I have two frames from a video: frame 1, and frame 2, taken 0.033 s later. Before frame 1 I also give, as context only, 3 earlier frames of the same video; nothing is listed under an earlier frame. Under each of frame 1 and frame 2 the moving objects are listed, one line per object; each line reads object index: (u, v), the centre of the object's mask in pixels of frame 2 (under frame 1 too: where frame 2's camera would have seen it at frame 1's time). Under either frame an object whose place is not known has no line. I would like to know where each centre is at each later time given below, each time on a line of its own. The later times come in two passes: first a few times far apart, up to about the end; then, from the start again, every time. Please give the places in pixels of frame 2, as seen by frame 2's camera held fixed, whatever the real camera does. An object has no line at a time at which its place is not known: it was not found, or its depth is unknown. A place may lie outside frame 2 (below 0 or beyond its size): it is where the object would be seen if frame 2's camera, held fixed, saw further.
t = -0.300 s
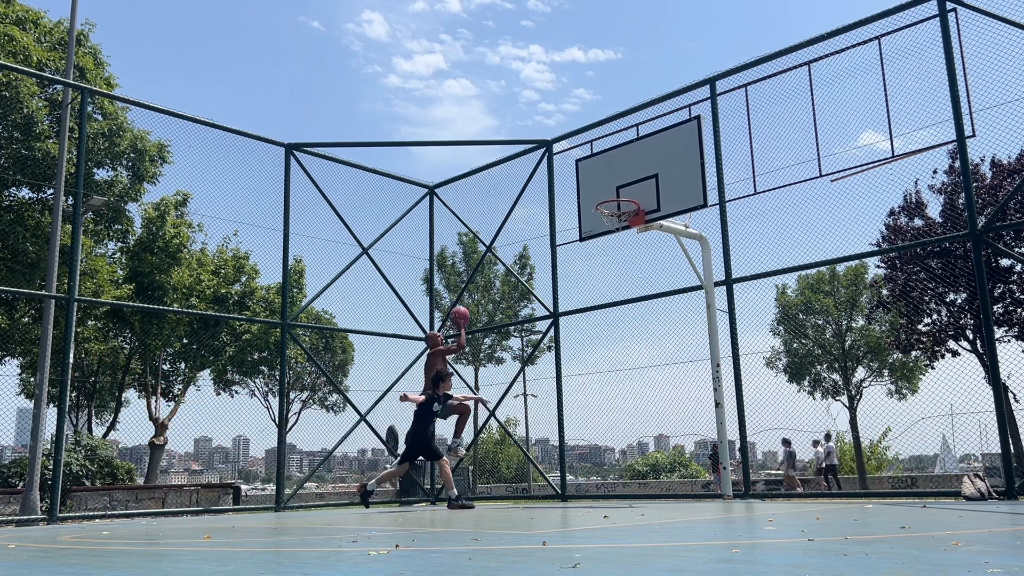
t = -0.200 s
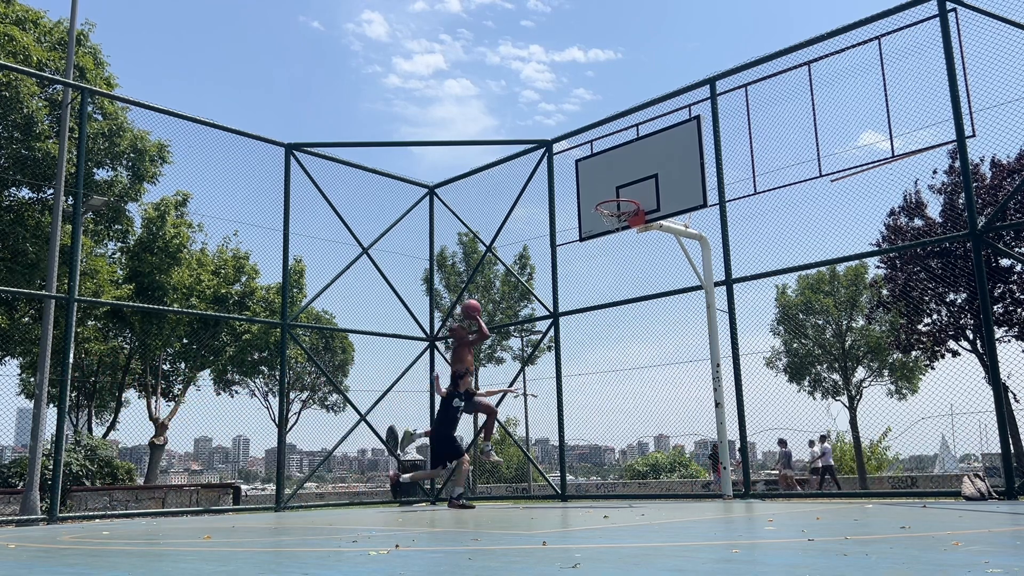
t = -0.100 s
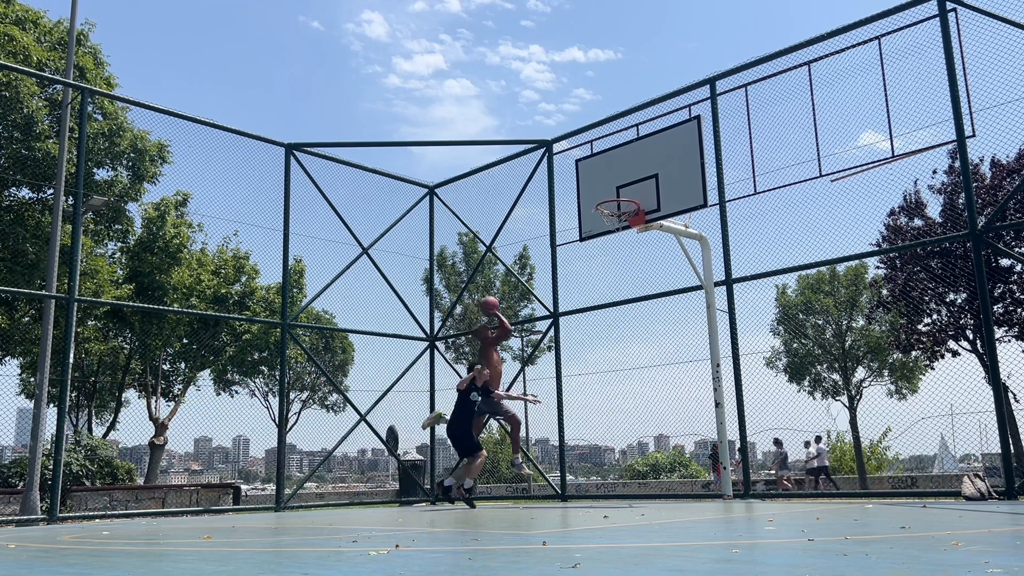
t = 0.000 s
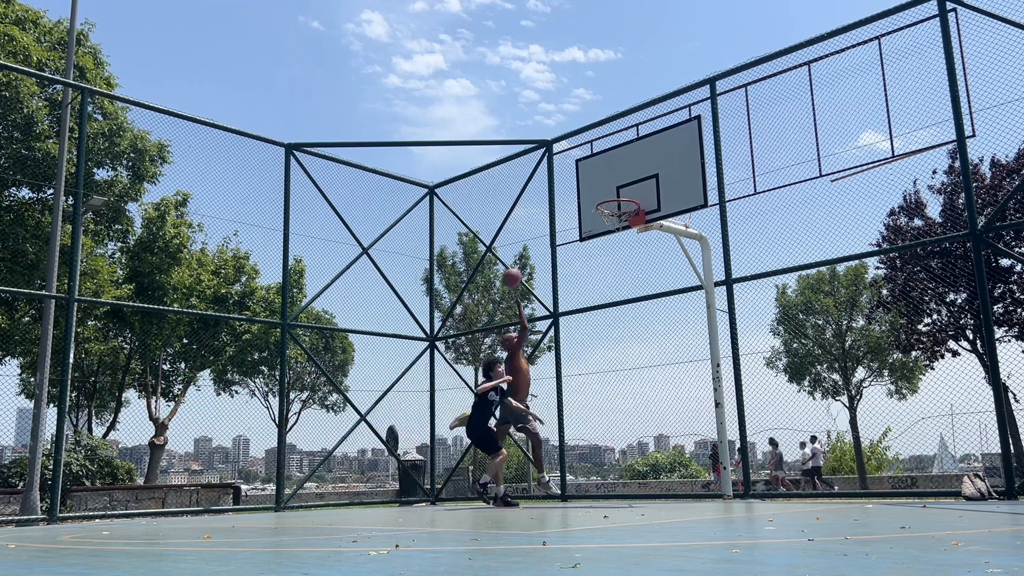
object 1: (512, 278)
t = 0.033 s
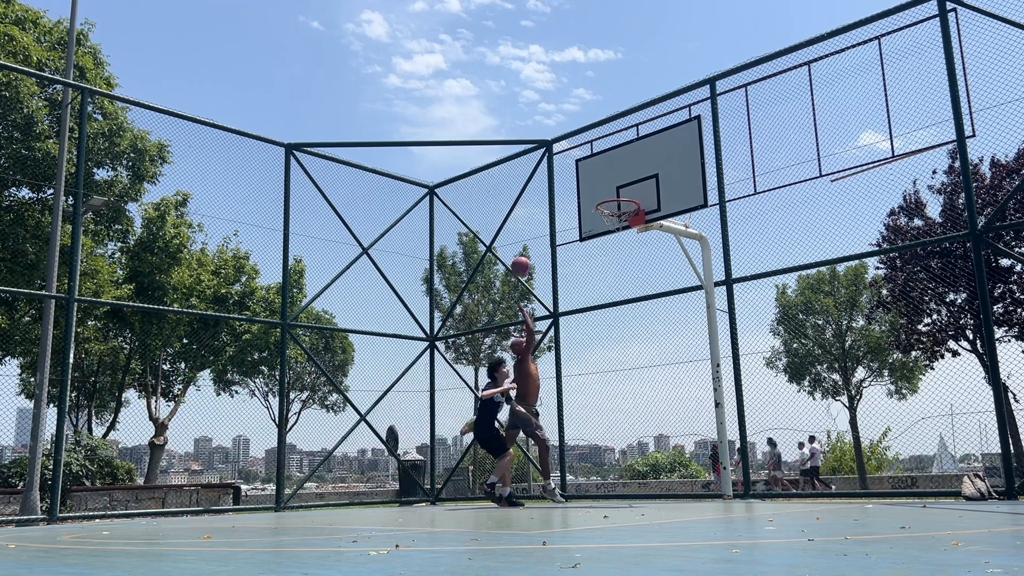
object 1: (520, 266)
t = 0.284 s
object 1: (588, 208)
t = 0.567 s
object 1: (613, 198)
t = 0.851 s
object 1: (611, 228)
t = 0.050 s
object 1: (525, 261)
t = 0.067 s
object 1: (529, 256)
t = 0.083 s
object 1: (534, 251)
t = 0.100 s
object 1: (538, 246)
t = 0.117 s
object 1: (543, 241)
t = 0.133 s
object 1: (548, 237)
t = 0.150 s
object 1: (552, 233)
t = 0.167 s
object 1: (556, 229)
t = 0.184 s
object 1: (561, 226)
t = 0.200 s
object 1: (566, 222)
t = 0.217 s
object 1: (570, 219)
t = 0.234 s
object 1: (575, 215)
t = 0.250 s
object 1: (579, 213)
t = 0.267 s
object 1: (584, 210)
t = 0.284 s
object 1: (588, 208)
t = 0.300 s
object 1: (591, 205)
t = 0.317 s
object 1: (598, 203)
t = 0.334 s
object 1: (599, 201)
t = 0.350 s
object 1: (600, 201)
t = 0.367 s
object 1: (601, 200)
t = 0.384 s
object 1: (602, 200)
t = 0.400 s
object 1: (603, 200)
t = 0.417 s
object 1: (604, 199)
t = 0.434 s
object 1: (605, 200)
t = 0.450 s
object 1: (606, 200)
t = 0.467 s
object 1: (607, 201)
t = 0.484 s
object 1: (608, 201)
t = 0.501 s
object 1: (609, 200)
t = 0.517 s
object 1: (610, 199)
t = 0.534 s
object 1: (611, 197)
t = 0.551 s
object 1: (612, 198)
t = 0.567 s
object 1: (613, 198)
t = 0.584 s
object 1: (614, 198)
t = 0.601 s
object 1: (615, 198)
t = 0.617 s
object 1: (616, 199)
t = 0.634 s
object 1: (617, 200)
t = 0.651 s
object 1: (618, 200)
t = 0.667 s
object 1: (619, 202)
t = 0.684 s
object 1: (618, 203)
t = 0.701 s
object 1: (617, 205)
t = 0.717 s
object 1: (616, 206)
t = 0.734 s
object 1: (616, 208)
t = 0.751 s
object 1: (615, 211)
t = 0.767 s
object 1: (614, 213)
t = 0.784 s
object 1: (613, 215)
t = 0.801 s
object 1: (613, 218)
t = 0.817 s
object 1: (612, 221)
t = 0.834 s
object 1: (612, 224)
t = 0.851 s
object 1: (611, 228)
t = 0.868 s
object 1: (610, 231)
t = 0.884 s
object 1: (609, 236)
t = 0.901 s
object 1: (609, 239)
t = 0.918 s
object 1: (609, 243)
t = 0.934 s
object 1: (608, 248)
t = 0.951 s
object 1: (608, 252)
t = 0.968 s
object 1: (607, 257)
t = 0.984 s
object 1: (607, 262)
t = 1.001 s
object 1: (606, 268)
